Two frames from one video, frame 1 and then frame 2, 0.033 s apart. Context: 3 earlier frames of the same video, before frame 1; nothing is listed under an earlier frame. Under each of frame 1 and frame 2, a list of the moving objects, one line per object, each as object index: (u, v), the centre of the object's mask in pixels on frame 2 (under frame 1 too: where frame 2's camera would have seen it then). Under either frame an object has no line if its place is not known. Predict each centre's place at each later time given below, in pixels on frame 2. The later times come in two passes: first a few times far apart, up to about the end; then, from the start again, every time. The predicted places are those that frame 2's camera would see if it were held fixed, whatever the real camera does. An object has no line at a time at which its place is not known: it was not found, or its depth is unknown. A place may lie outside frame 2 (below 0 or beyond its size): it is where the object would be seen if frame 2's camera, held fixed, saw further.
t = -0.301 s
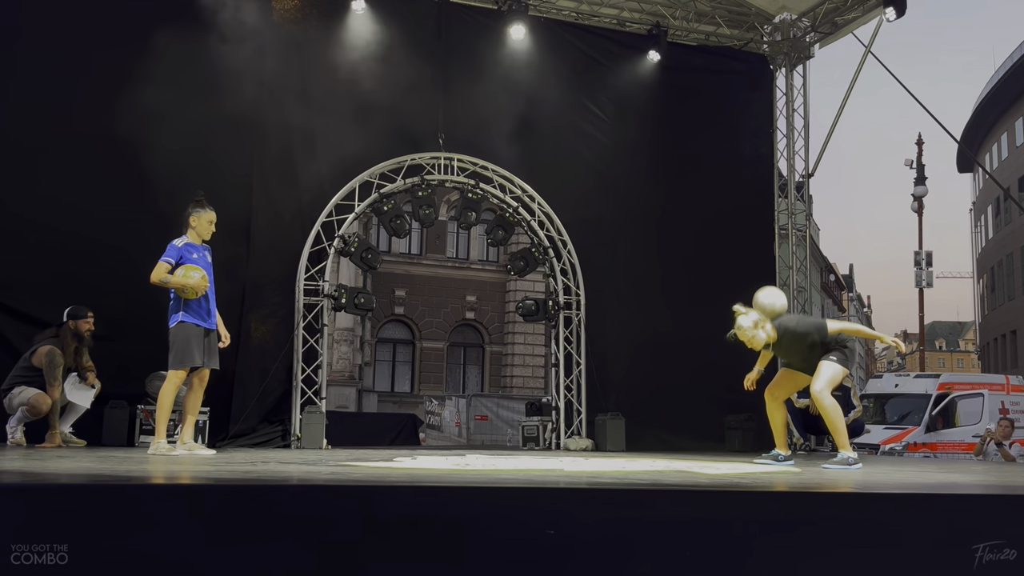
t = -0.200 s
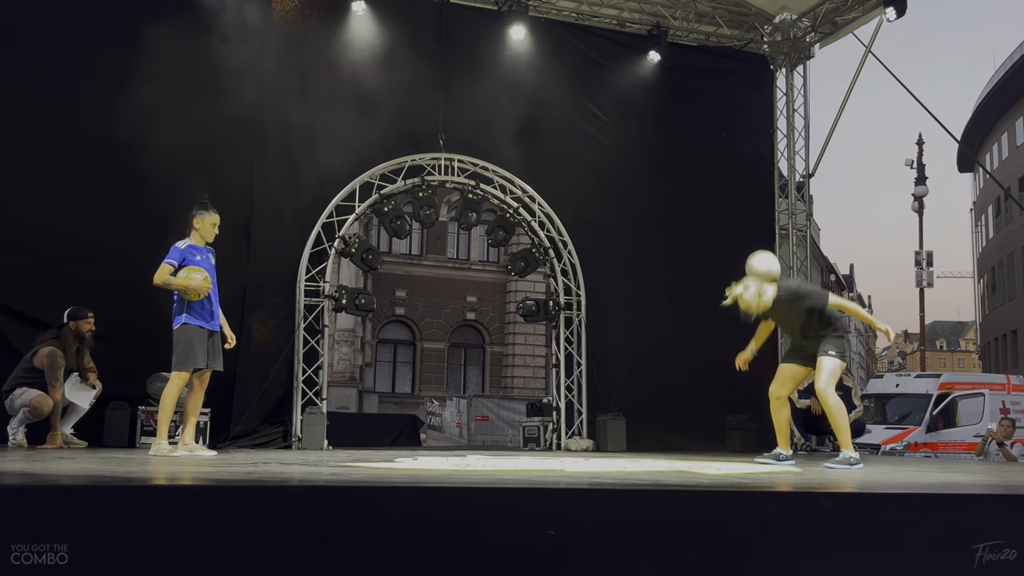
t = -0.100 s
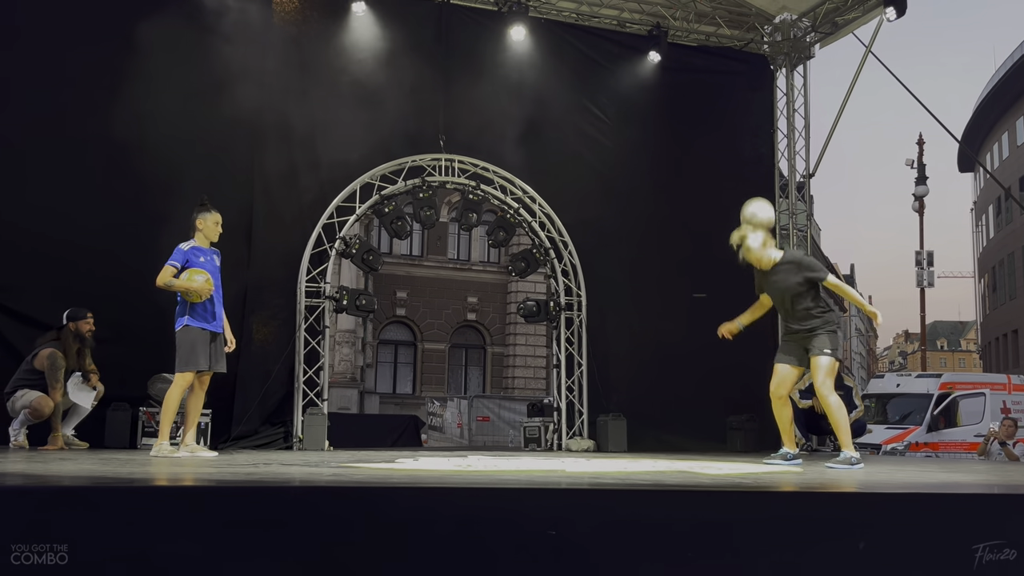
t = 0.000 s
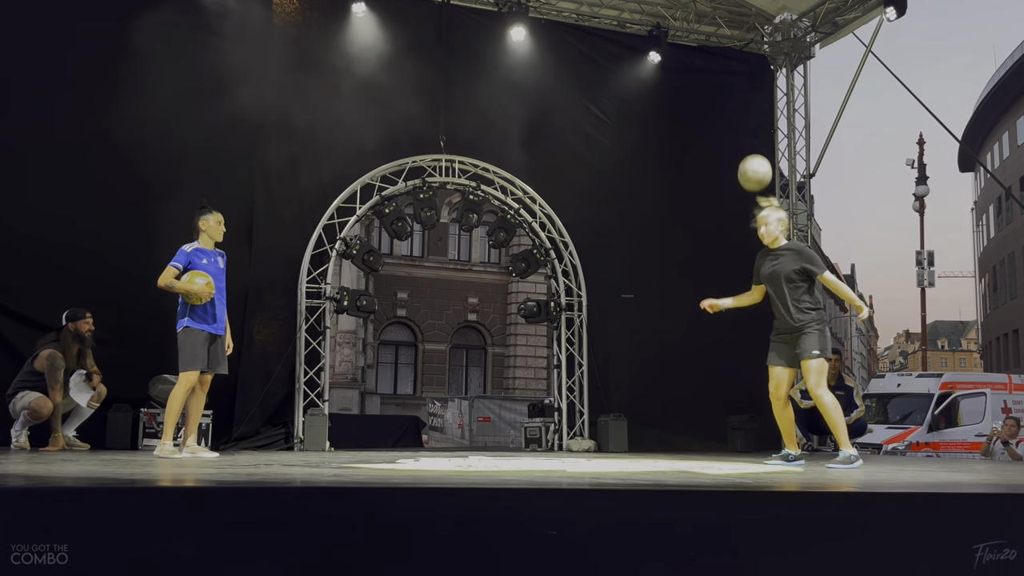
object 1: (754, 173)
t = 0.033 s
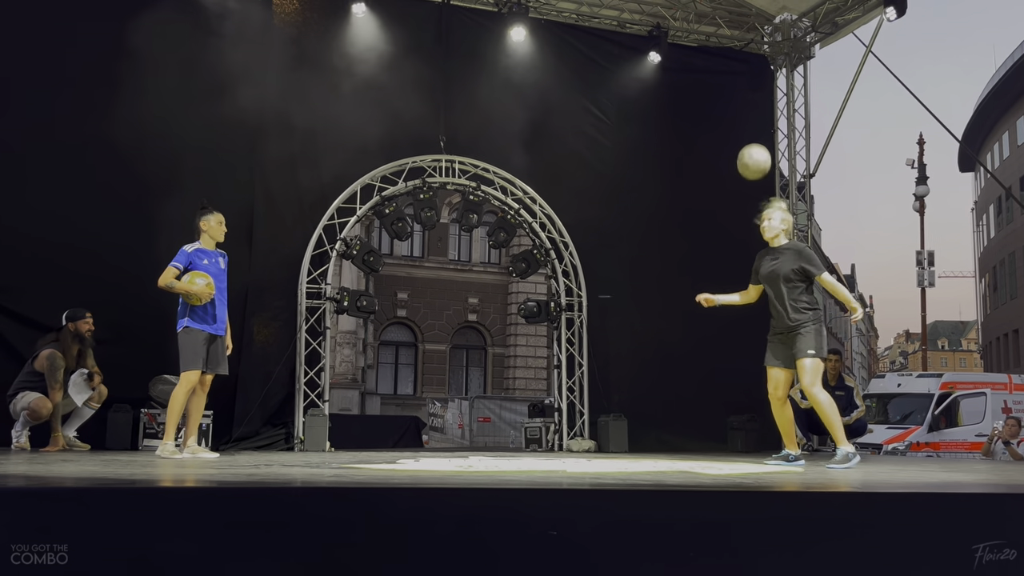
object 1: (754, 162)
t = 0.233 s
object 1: (749, 127)
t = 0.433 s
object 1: (745, 147)
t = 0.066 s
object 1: (753, 152)
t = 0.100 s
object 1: (752, 144)
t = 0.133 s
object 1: (751, 137)
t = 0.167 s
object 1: (750, 132)
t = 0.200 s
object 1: (750, 129)
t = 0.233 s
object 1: (749, 127)
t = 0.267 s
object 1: (748, 127)
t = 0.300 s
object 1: (747, 128)
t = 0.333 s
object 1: (747, 130)
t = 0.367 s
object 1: (746, 134)
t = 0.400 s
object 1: (745, 140)
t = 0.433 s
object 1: (745, 147)
